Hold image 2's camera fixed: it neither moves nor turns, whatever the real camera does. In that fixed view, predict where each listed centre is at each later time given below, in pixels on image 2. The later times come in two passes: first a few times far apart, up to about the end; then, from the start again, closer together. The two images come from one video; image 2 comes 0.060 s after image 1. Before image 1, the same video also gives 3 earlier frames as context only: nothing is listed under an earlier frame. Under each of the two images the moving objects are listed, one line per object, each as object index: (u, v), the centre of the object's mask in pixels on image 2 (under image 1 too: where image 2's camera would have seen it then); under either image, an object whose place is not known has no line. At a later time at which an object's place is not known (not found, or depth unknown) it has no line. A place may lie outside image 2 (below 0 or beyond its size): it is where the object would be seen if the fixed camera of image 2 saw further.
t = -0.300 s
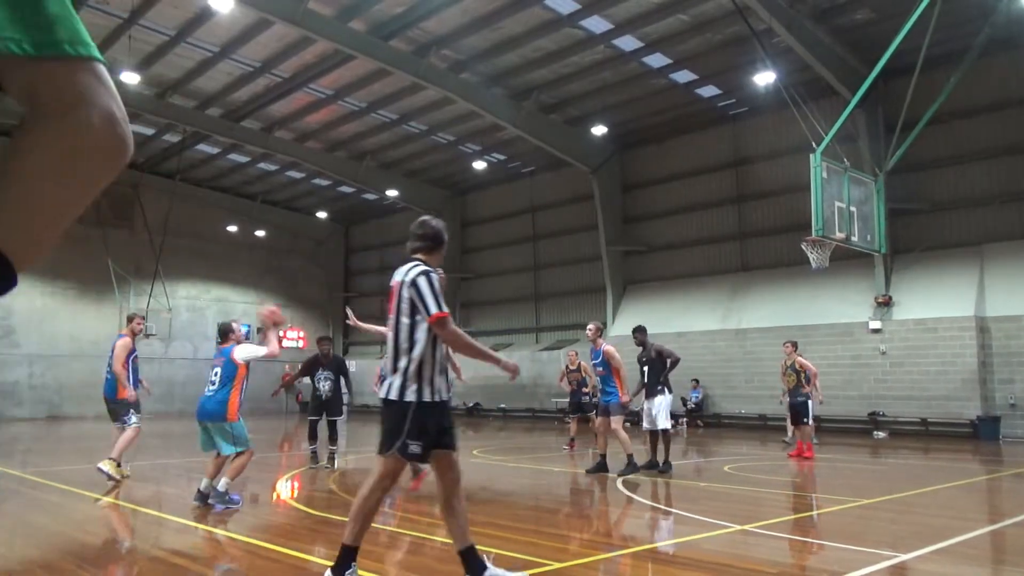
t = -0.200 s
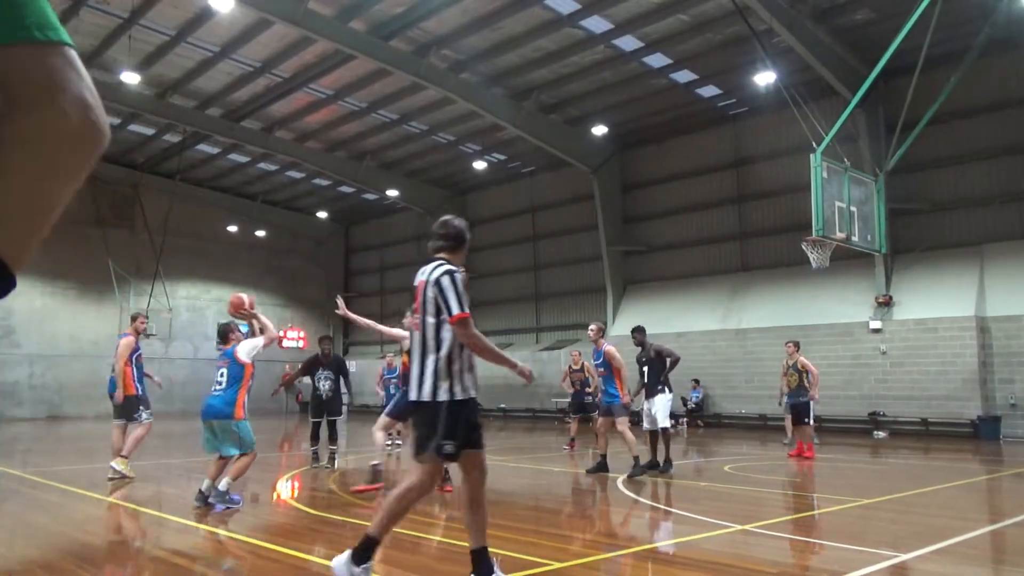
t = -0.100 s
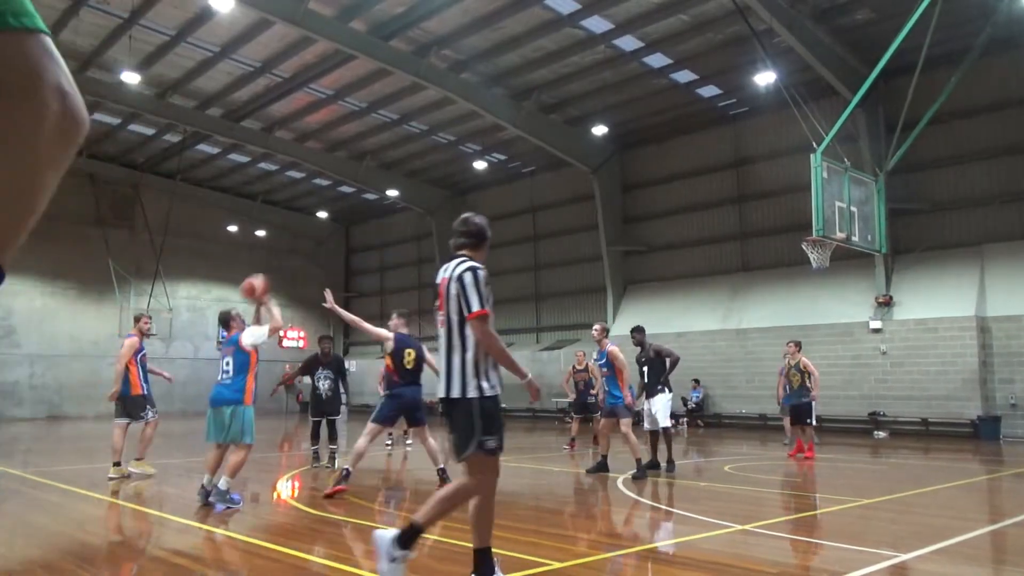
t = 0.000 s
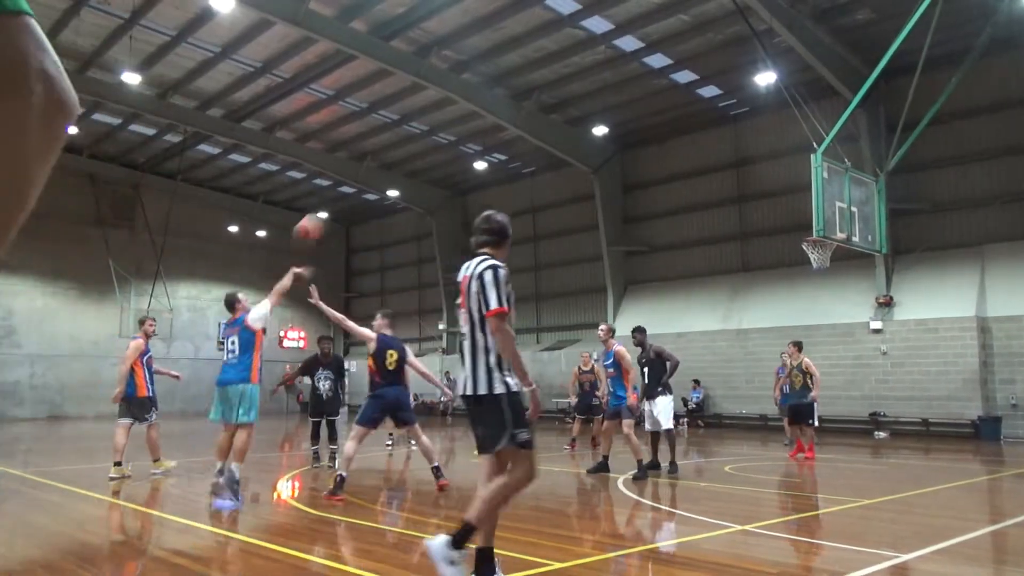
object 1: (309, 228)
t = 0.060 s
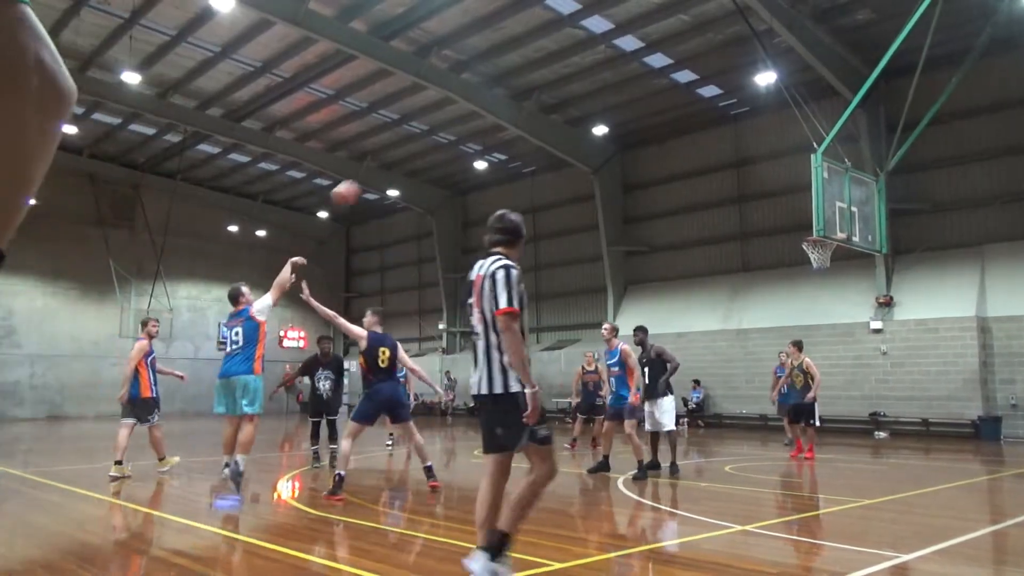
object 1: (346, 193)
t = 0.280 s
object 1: (464, 109)
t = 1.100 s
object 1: (771, 177)
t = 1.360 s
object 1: (833, 265)
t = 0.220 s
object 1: (436, 125)
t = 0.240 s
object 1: (446, 120)
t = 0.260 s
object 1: (455, 114)
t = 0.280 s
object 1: (464, 109)
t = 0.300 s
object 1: (475, 103)
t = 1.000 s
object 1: (740, 145)
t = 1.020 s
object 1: (747, 151)
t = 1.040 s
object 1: (753, 157)
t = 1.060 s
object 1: (759, 164)
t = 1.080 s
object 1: (765, 171)
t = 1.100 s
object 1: (771, 177)
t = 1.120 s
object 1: (777, 185)
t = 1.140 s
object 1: (783, 191)
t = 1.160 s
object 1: (790, 199)
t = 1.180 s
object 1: (795, 207)
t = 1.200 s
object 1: (801, 216)
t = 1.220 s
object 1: (805, 225)
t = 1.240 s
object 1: (808, 232)
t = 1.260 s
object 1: (814, 242)
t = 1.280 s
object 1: (820, 249)
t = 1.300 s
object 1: (824, 255)
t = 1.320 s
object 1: (827, 256)
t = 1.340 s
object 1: (830, 262)
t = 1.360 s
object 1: (833, 265)
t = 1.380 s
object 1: (835, 270)
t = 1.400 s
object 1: (838, 274)
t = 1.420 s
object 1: (840, 280)
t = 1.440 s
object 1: (843, 284)
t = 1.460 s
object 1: (847, 291)
